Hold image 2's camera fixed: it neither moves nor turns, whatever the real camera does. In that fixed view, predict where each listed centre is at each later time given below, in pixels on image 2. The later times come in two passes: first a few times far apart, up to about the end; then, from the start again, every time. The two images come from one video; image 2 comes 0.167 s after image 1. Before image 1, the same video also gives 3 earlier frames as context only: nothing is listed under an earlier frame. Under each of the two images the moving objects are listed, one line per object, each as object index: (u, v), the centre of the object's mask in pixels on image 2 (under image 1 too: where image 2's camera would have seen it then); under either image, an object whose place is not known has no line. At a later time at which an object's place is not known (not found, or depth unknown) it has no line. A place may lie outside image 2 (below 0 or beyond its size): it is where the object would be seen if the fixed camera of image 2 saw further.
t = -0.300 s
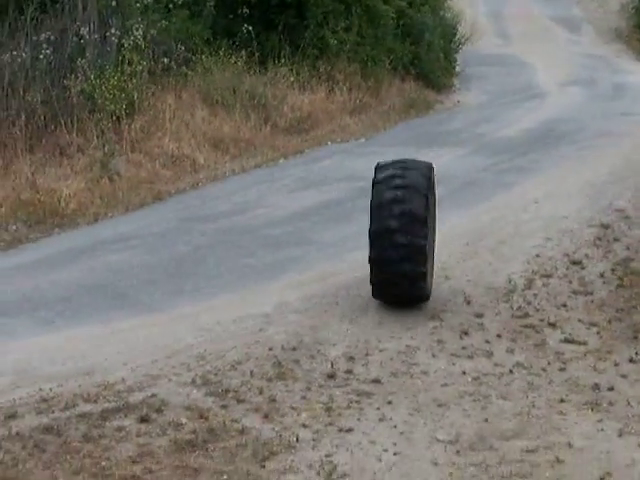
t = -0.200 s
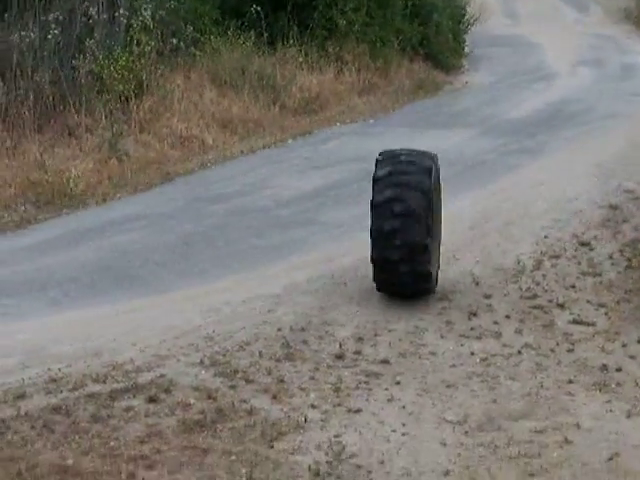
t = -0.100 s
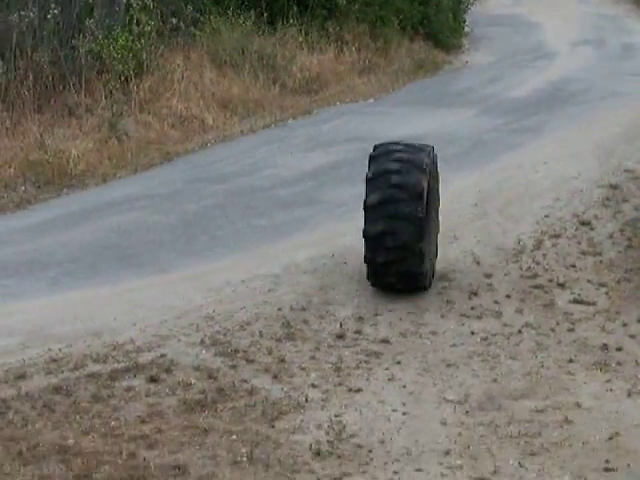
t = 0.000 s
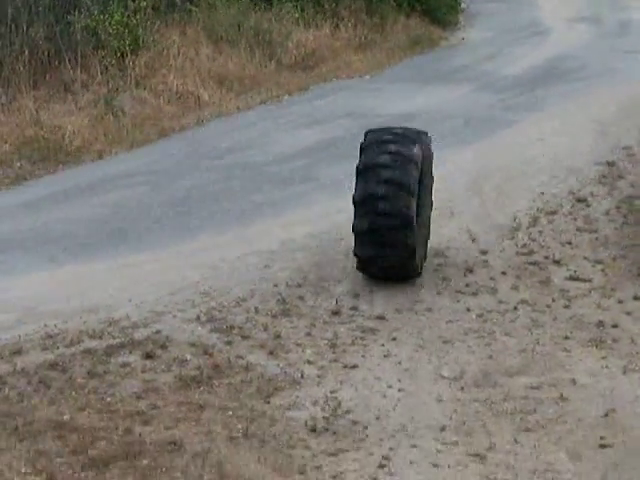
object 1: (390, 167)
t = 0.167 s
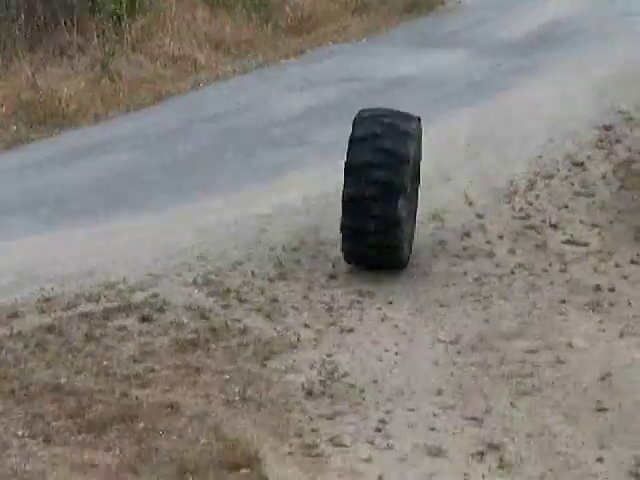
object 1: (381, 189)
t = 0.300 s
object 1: (372, 210)
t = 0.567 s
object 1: (354, 259)
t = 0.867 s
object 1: (342, 301)
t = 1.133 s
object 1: (332, 335)
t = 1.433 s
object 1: (314, 398)
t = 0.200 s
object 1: (379, 193)
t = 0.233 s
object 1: (377, 199)
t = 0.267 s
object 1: (374, 205)
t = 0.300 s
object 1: (372, 210)
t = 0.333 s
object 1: (369, 217)
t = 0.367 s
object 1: (366, 224)
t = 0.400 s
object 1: (363, 232)
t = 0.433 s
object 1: (361, 239)
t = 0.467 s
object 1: (359, 245)
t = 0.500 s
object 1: (357, 250)
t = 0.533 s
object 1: (356, 254)
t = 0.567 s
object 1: (354, 259)
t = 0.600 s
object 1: (353, 264)
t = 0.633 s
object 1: (351, 268)
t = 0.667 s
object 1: (350, 273)
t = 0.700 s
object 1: (349, 277)
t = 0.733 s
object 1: (347, 281)
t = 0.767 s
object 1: (346, 287)
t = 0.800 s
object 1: (345, 292)
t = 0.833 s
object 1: (343, 297)
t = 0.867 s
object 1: (342, 301)
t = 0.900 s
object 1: (341, 305)
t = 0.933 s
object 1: (340, 309)
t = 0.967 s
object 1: (339, 313)
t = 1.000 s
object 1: (337, 317)
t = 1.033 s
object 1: (336, 322)
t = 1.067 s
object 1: (334, 326)
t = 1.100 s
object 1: (334, 331)
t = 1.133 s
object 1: (332, 335)
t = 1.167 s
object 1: (331, 340)
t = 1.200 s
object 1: (329, 346)
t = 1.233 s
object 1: (327, 351)
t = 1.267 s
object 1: (325, 356)
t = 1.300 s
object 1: (323, 363)
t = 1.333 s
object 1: (320, 373)
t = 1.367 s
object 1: (318, 382)
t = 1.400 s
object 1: (316, 392)
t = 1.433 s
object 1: (314, 398)
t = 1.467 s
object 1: (313, 402)
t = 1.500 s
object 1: (313, 404)
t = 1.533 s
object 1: (312, 406)
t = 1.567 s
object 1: (312, 406)
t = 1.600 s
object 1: (312, 407)
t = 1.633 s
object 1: (313, 407)
